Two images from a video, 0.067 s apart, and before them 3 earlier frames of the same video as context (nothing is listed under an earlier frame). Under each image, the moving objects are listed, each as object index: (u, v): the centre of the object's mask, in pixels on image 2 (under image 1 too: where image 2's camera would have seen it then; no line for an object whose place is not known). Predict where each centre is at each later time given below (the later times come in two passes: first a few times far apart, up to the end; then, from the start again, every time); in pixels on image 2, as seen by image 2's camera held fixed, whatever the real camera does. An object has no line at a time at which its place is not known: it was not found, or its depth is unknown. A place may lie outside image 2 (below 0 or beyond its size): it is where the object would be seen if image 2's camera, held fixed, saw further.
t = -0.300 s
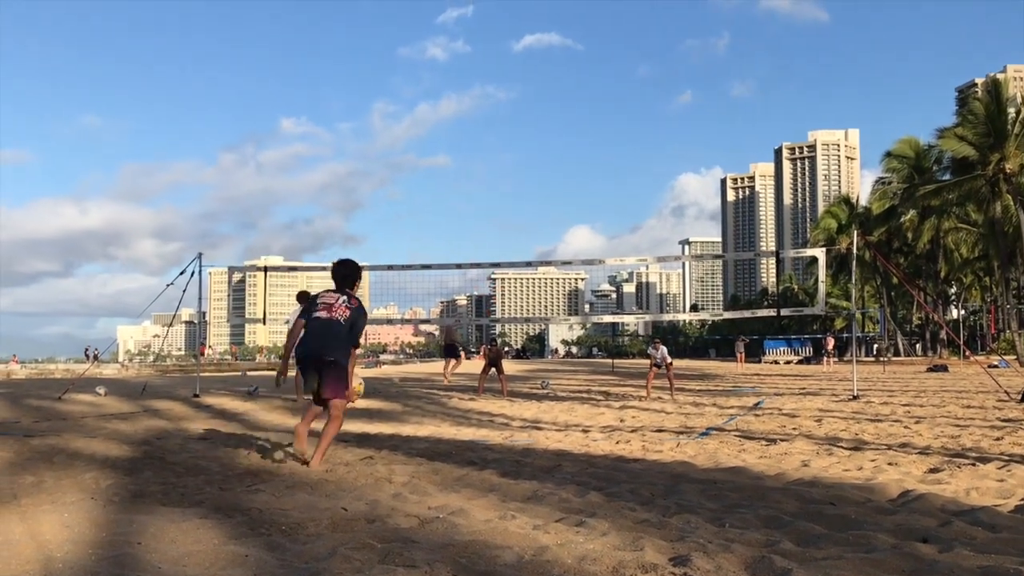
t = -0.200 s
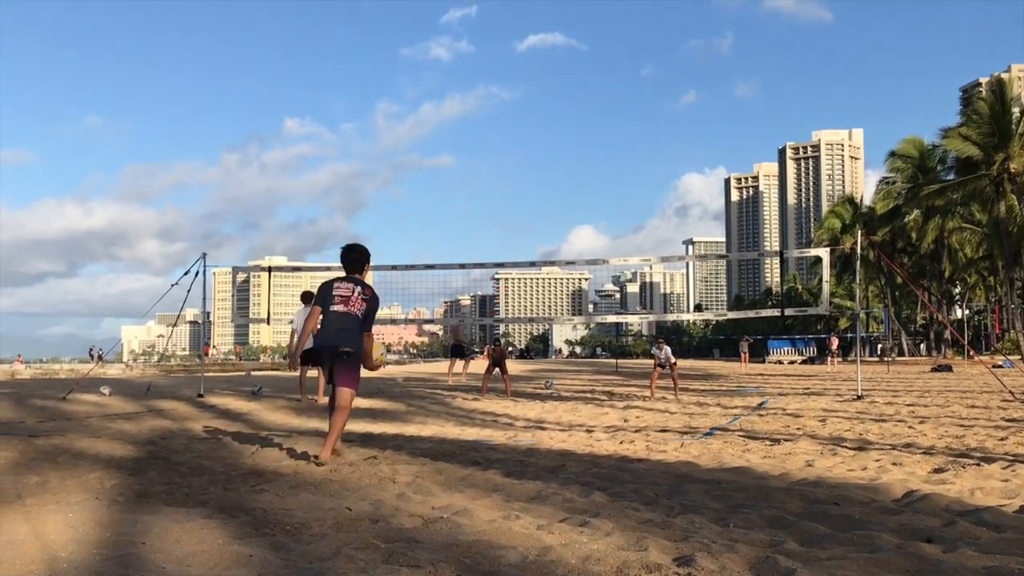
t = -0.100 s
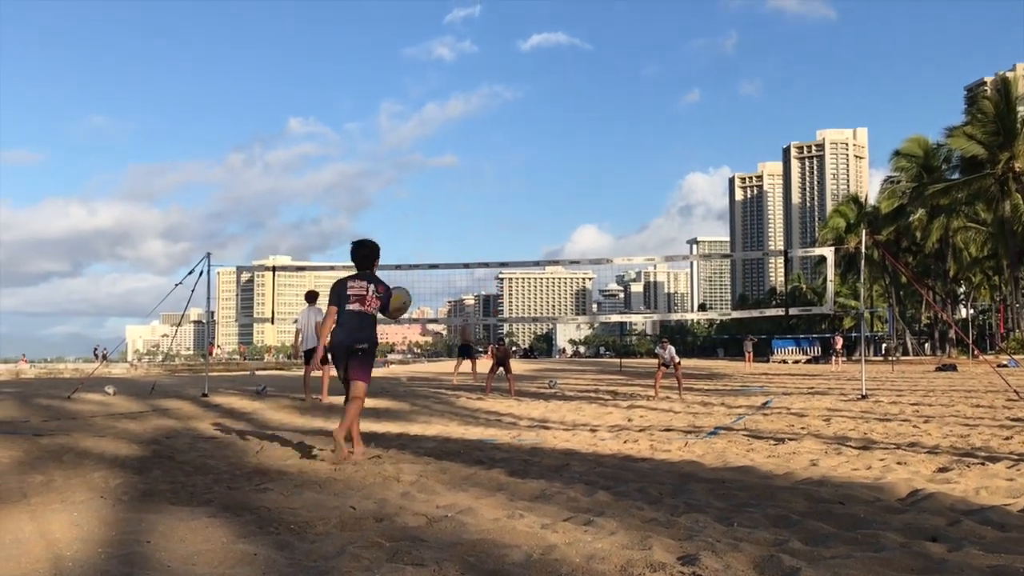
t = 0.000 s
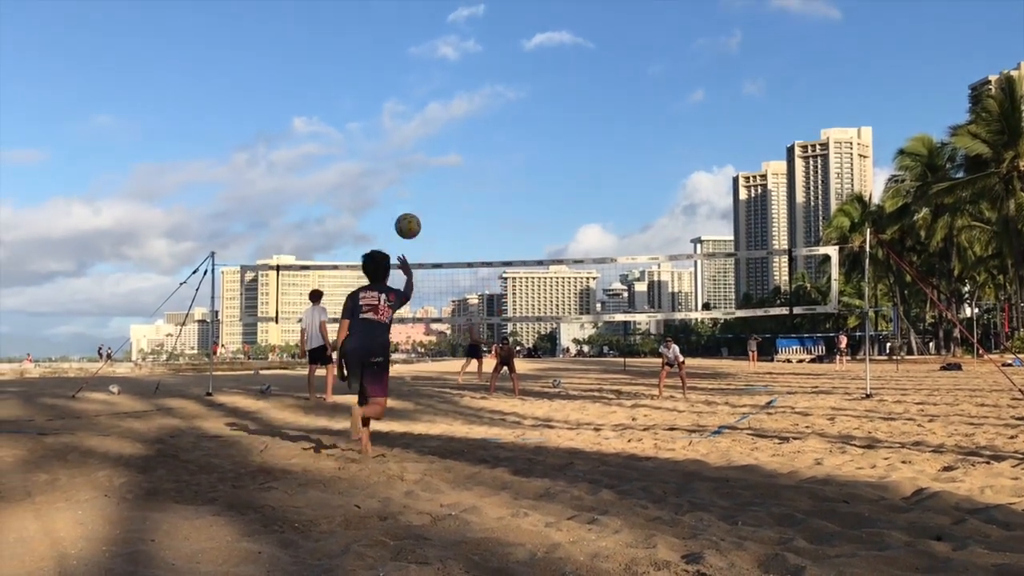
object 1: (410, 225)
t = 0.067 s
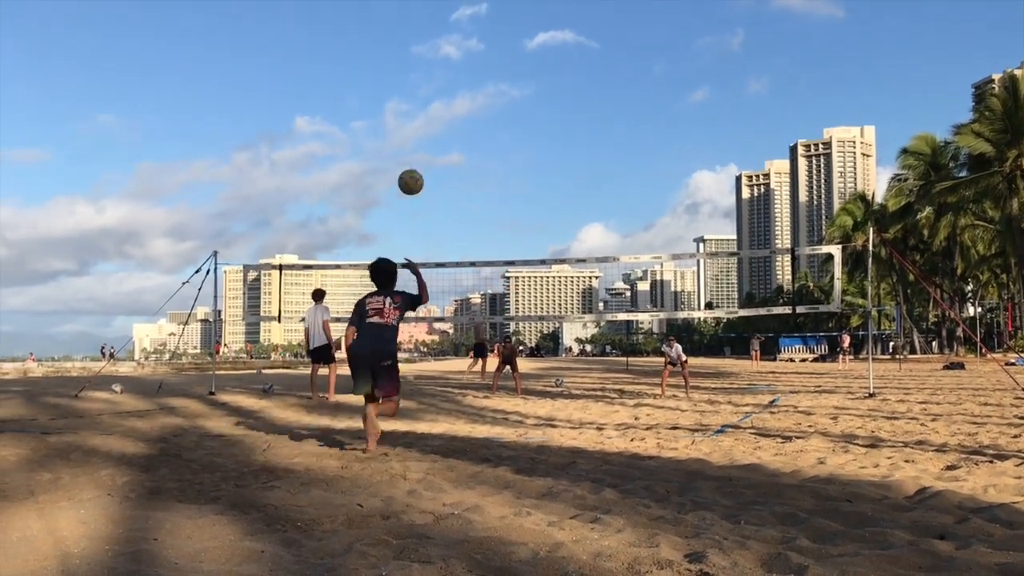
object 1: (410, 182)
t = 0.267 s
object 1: (413, 89)
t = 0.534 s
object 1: (415, 43)
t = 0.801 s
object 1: (418, 75)
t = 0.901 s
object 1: (418, 105)
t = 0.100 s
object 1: (411, 162)
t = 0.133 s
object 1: (411, 145)
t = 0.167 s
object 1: (411, 129)
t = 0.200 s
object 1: (412, 114)
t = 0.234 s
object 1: (412, 101)
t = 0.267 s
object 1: (413, 89)
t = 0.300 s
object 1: (413, 79)
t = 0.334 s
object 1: (413, 70)
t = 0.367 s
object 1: (414, 62)
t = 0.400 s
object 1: (414, 56)
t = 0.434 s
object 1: (414, 51)
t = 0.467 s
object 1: (415, 47)
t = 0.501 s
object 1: (415, 45)
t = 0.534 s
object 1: (415, 43)
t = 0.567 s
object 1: (416, 44)
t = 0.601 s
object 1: (416, 45)
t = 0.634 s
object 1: (416, 47)
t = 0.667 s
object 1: (416, 51)
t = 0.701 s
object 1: (417, 55)
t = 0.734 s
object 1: (417, 61)
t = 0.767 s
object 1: (417, 68)
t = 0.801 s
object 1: (418, 75)
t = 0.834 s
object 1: (418, 84)
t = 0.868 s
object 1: (418, 94)
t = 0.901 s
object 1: (418, 105)
